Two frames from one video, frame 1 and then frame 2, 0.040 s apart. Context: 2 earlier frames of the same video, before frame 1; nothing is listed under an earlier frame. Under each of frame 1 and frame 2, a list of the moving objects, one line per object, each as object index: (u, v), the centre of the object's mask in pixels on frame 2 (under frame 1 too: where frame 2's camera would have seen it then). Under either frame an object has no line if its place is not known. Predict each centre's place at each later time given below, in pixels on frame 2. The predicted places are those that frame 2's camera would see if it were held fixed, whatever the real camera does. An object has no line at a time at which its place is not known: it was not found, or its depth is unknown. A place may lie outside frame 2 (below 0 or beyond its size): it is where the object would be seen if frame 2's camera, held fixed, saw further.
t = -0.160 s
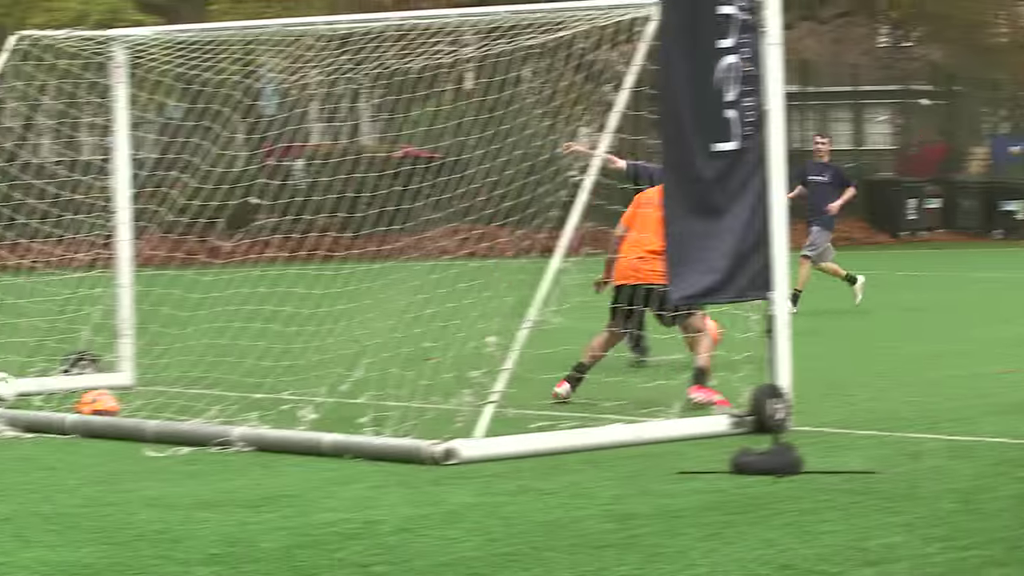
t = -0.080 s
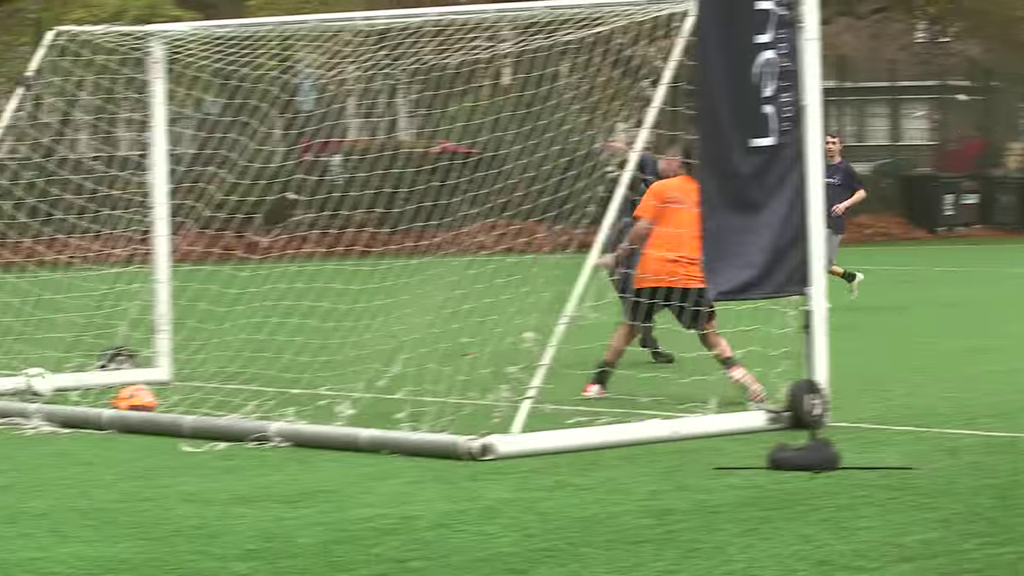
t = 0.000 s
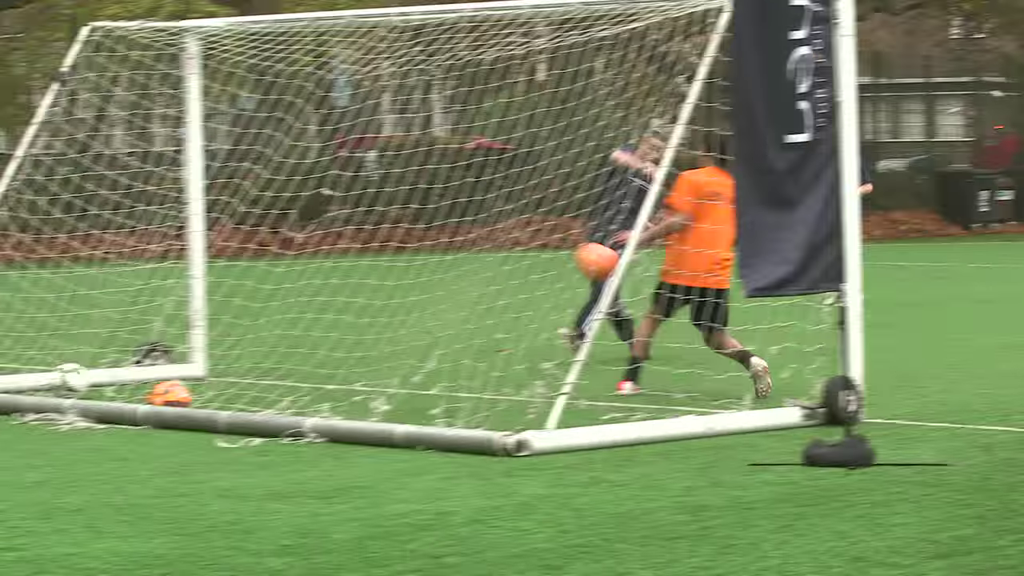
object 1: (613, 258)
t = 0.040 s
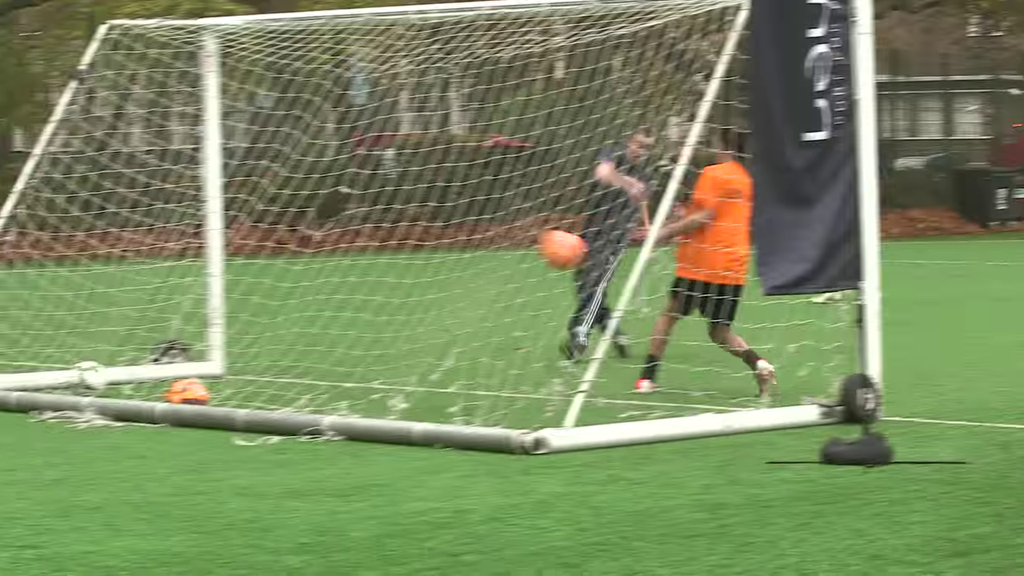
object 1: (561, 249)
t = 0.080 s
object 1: (507, 241)
